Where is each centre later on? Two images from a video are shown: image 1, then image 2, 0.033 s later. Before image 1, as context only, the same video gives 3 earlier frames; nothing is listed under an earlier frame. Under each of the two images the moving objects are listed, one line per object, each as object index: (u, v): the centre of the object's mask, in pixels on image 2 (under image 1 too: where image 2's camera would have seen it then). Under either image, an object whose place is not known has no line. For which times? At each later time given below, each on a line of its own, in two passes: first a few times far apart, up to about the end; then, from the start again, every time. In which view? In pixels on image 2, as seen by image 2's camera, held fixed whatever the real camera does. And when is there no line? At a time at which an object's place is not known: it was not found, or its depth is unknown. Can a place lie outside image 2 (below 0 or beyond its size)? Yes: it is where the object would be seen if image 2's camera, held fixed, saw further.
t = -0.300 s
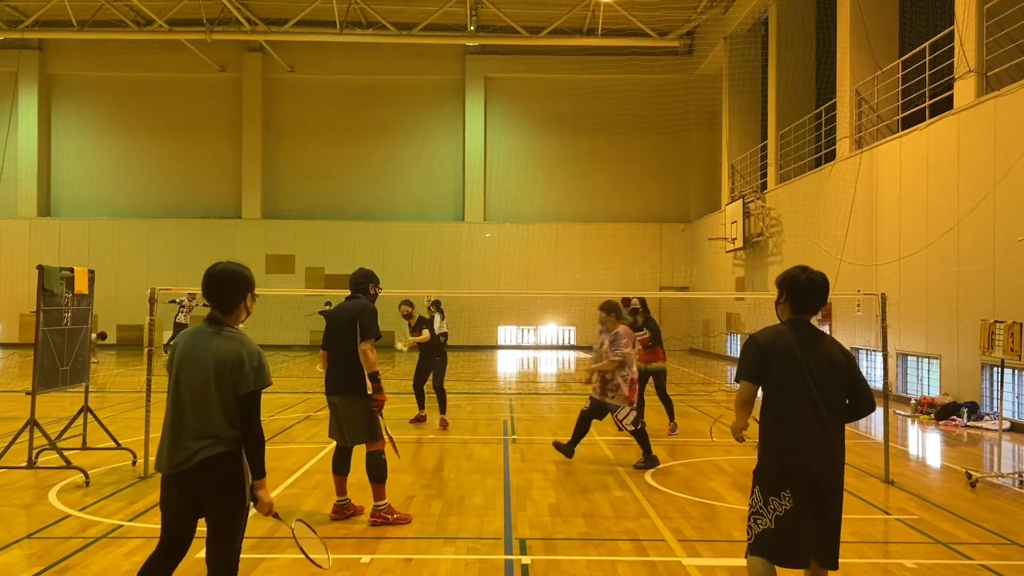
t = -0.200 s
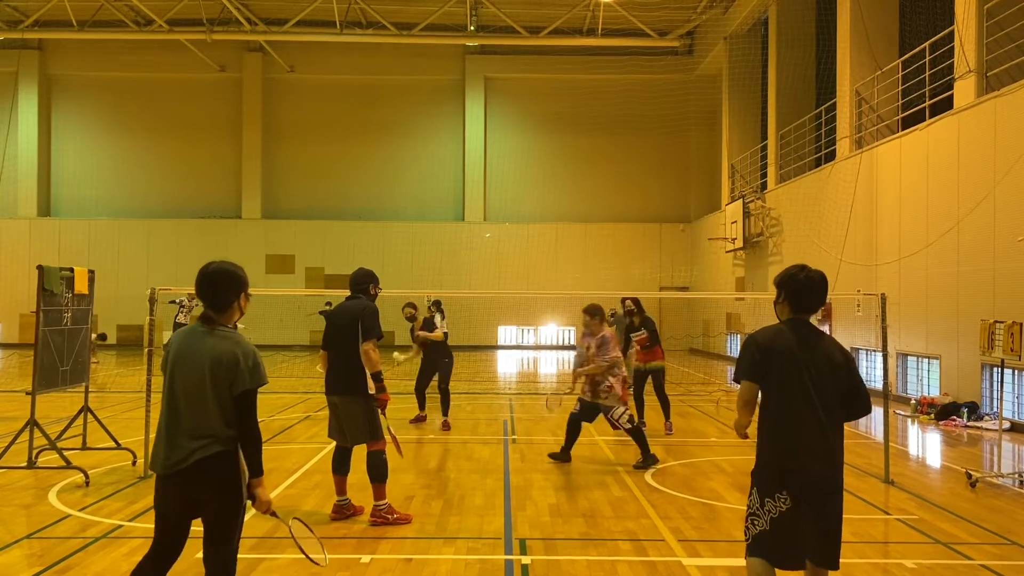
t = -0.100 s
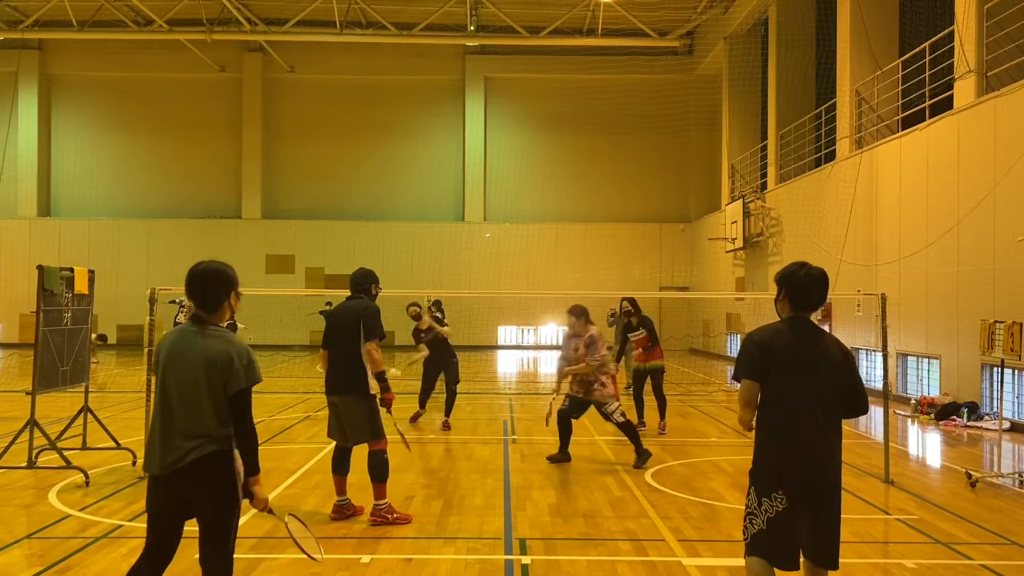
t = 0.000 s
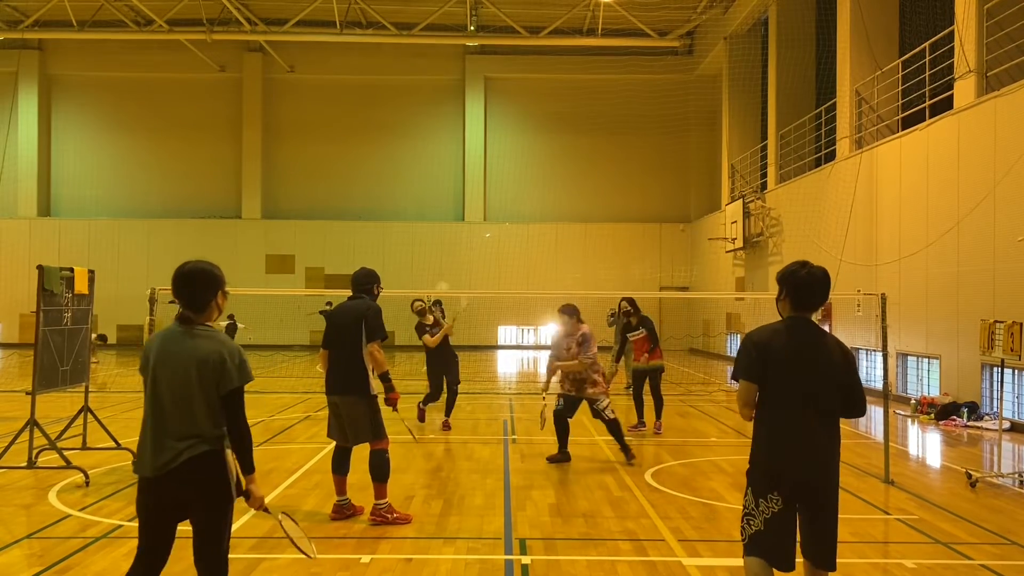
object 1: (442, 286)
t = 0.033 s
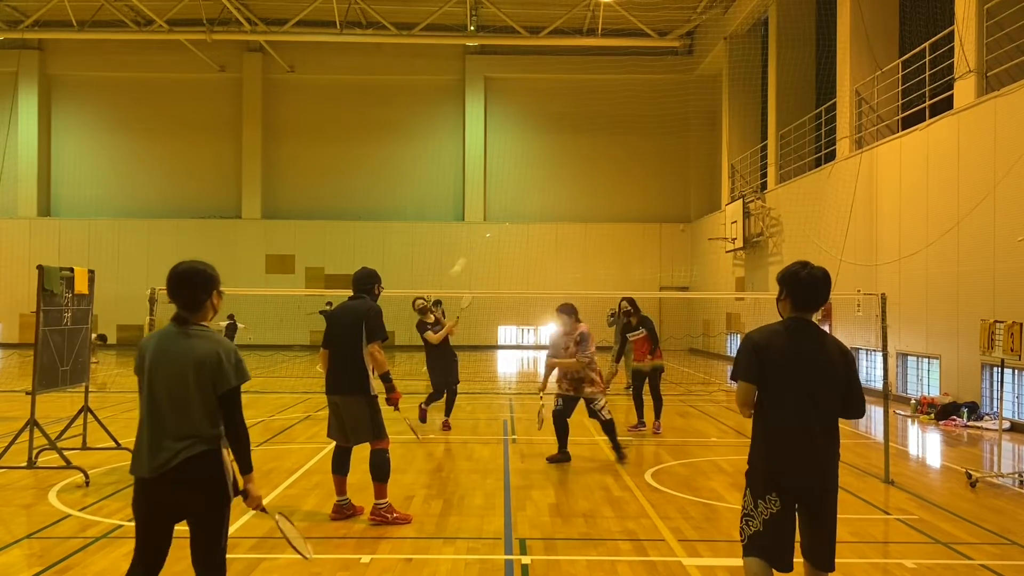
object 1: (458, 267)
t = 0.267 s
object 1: (562, 146)
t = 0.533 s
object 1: (674, 111)
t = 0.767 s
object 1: (776, 176)
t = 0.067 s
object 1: (474, 246)
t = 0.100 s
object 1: (489, 225)
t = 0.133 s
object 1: (504, 206)
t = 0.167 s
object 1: (520, 187)
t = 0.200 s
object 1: (535, 171)
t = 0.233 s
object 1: (549, 158)
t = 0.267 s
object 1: (562, 146)
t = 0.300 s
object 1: (575, 135)
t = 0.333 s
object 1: (587, 126)
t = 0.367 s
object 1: (600, 118)
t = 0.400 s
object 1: (615, 112)
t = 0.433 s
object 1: (629, 108)
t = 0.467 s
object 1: (644, 106)
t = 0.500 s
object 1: (659, 107)
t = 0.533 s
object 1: (674, 111)
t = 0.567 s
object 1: (689, 115)
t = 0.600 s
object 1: (703, 121)
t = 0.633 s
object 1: (718, 128)
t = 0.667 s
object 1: (731, 136)
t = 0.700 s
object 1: (747, 147)
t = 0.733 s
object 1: (760, 159)
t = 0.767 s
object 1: (776, 176)
